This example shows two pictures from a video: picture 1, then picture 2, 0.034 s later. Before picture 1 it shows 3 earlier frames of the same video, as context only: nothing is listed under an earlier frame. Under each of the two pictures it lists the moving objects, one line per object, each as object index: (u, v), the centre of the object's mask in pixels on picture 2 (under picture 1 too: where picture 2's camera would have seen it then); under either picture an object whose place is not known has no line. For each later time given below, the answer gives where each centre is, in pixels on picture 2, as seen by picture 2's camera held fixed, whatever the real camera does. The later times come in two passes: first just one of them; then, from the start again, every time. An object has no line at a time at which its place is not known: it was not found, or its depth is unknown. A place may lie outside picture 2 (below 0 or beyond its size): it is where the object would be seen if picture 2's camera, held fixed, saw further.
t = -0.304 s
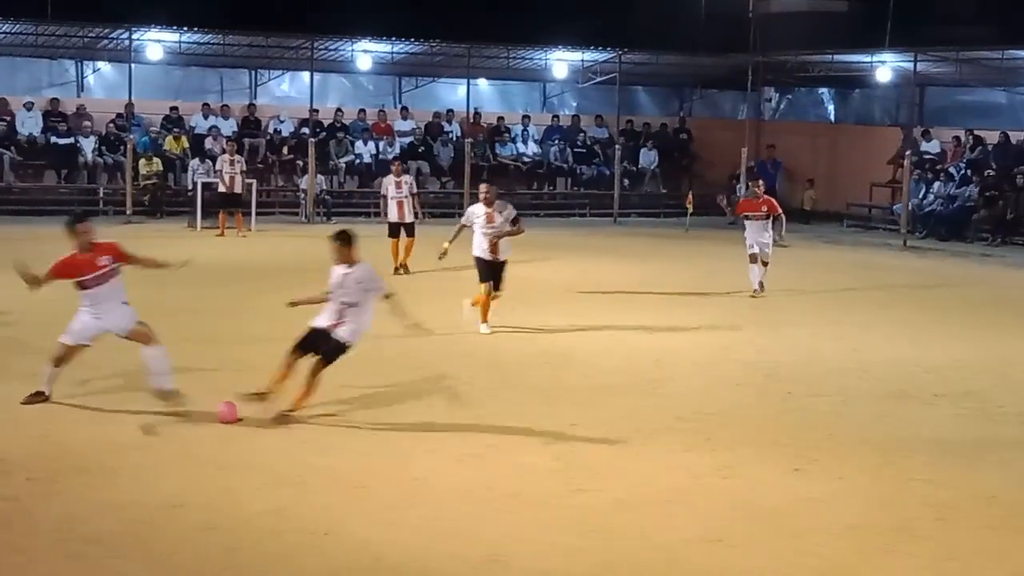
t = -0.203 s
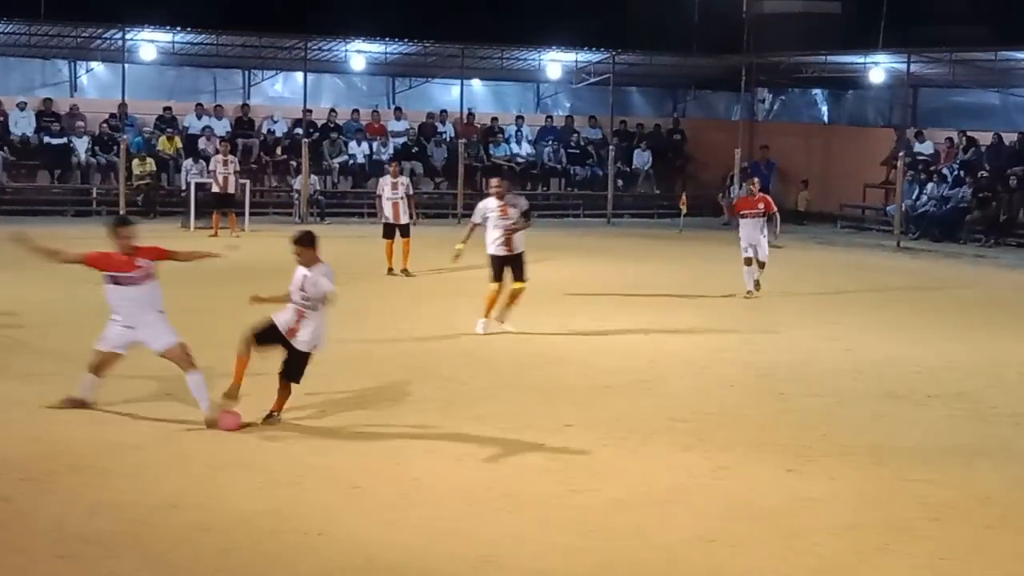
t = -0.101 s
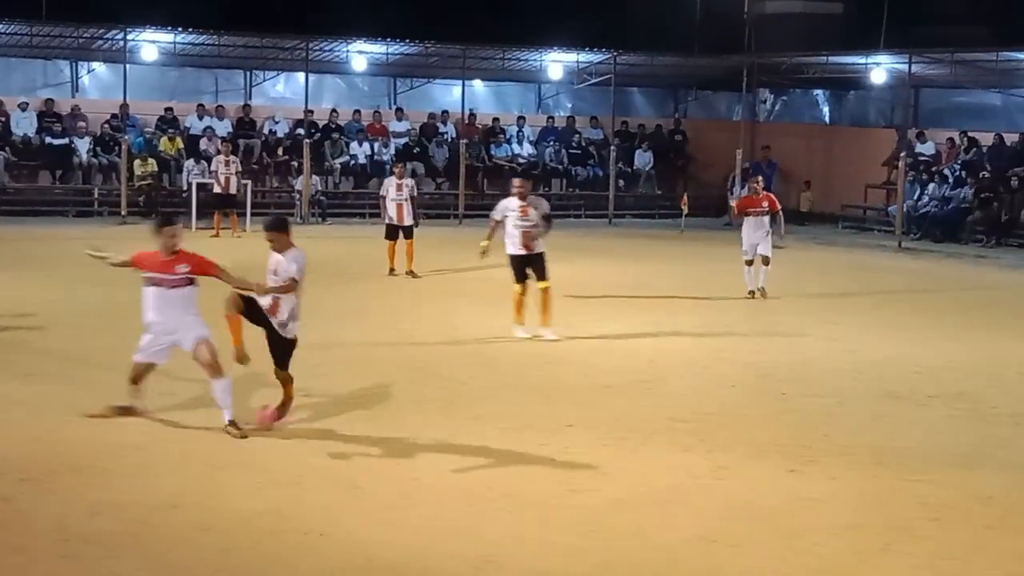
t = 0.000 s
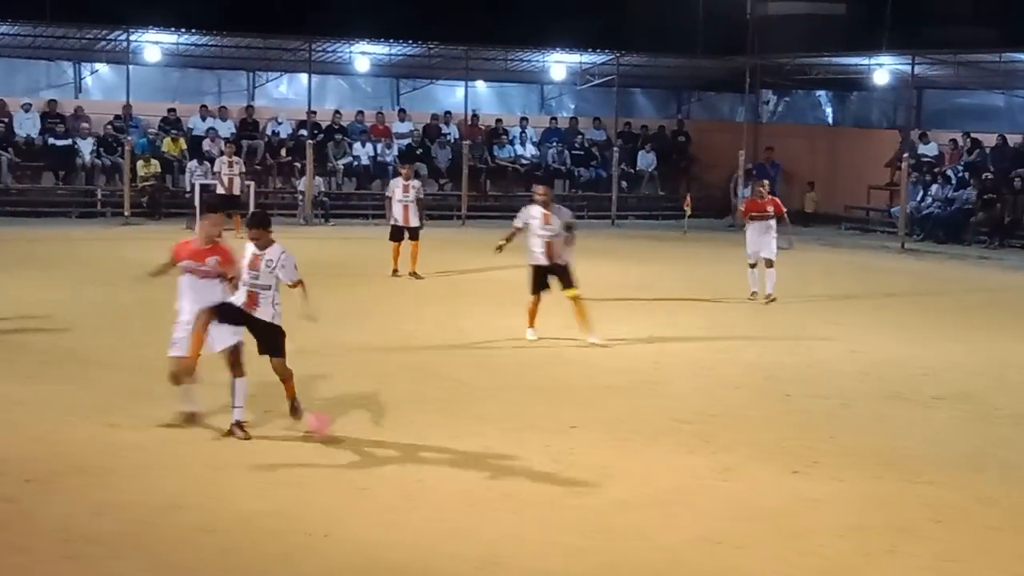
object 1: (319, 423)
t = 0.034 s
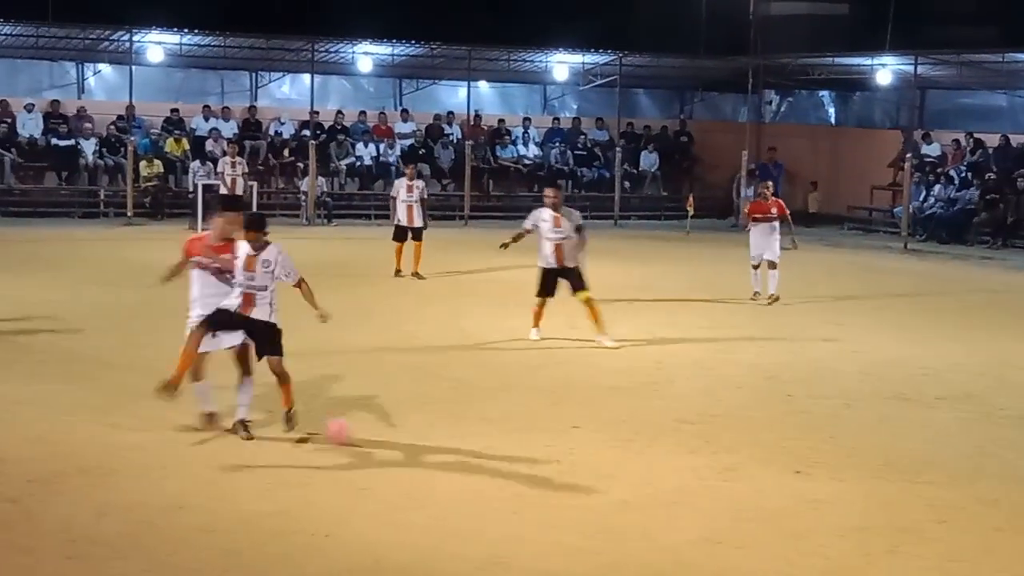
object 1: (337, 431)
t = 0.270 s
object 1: (439, 467)
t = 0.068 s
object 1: (354, 438)
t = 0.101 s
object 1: (369, 449)
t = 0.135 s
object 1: (385, 454)
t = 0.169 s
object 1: (398, 454)
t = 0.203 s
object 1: (411, 456)
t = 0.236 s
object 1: (426, 460)
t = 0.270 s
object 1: (439, 467)
